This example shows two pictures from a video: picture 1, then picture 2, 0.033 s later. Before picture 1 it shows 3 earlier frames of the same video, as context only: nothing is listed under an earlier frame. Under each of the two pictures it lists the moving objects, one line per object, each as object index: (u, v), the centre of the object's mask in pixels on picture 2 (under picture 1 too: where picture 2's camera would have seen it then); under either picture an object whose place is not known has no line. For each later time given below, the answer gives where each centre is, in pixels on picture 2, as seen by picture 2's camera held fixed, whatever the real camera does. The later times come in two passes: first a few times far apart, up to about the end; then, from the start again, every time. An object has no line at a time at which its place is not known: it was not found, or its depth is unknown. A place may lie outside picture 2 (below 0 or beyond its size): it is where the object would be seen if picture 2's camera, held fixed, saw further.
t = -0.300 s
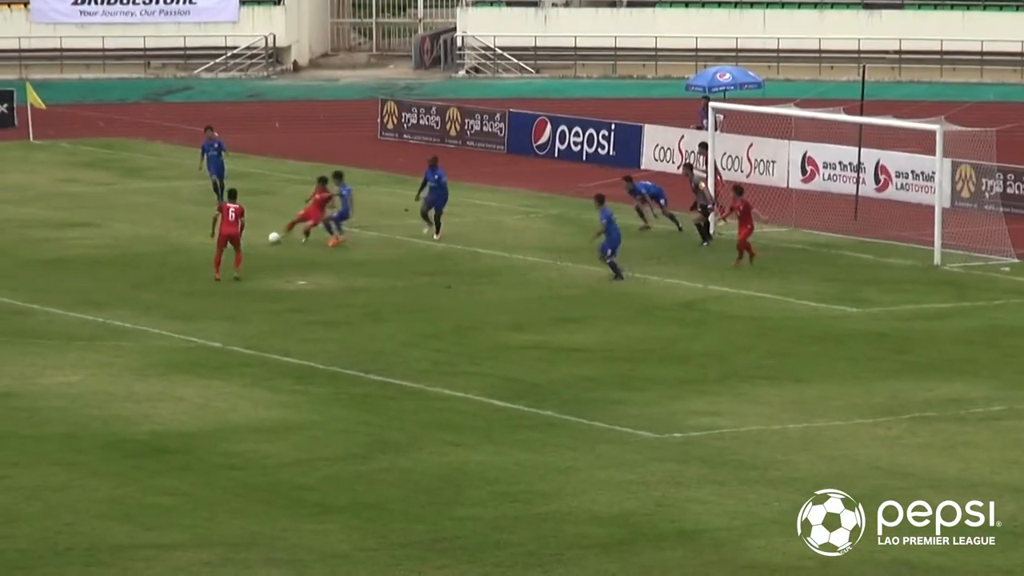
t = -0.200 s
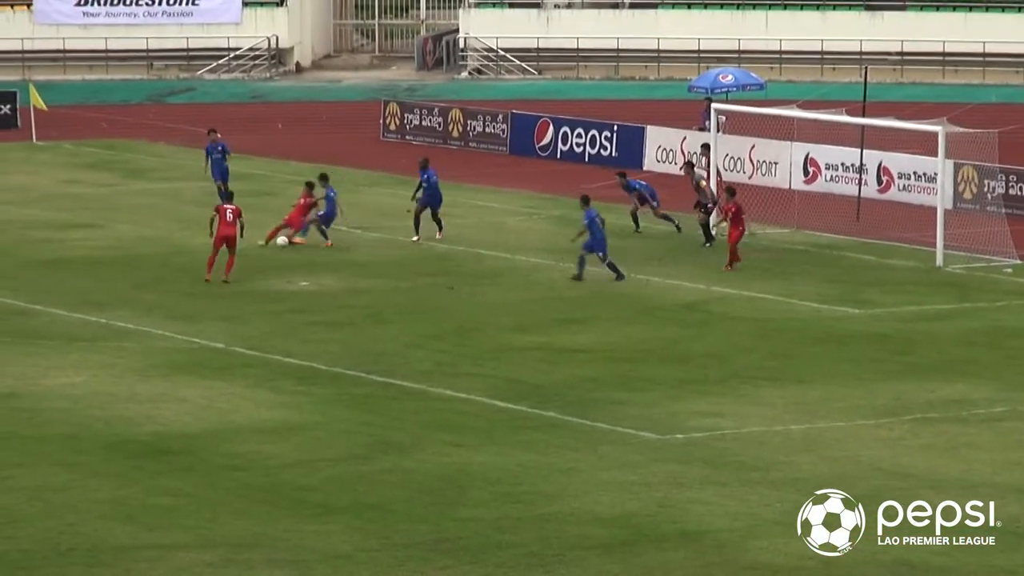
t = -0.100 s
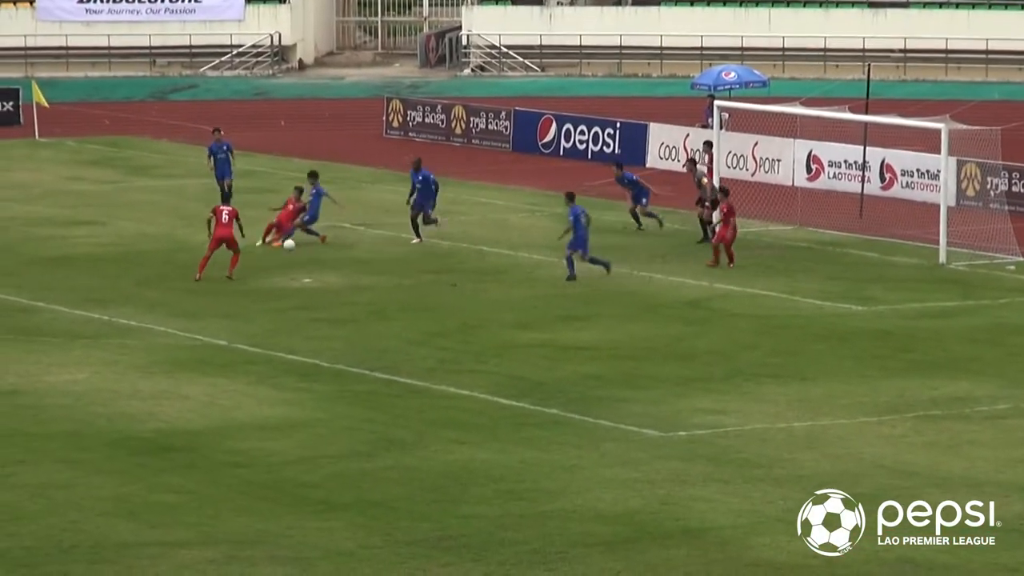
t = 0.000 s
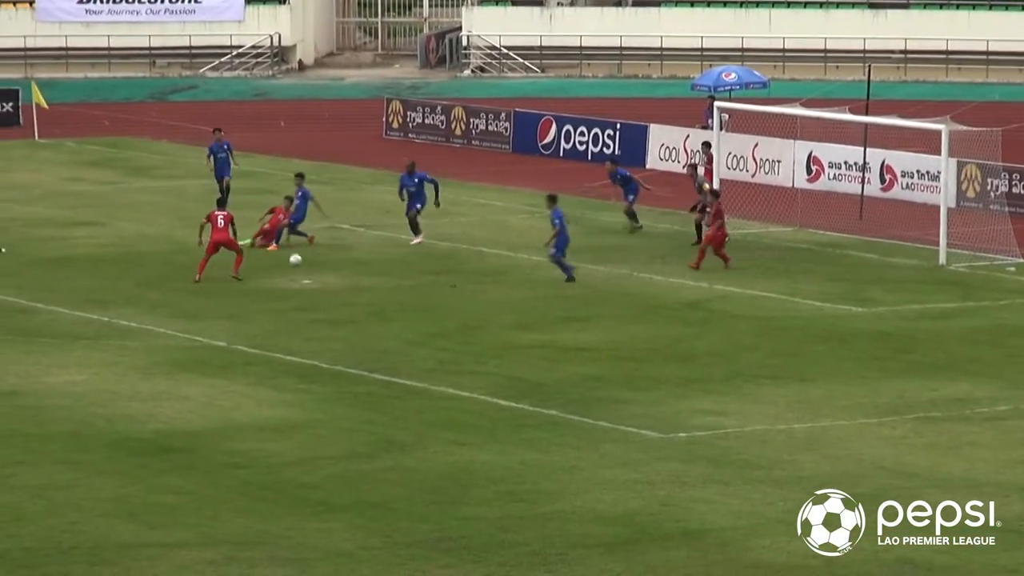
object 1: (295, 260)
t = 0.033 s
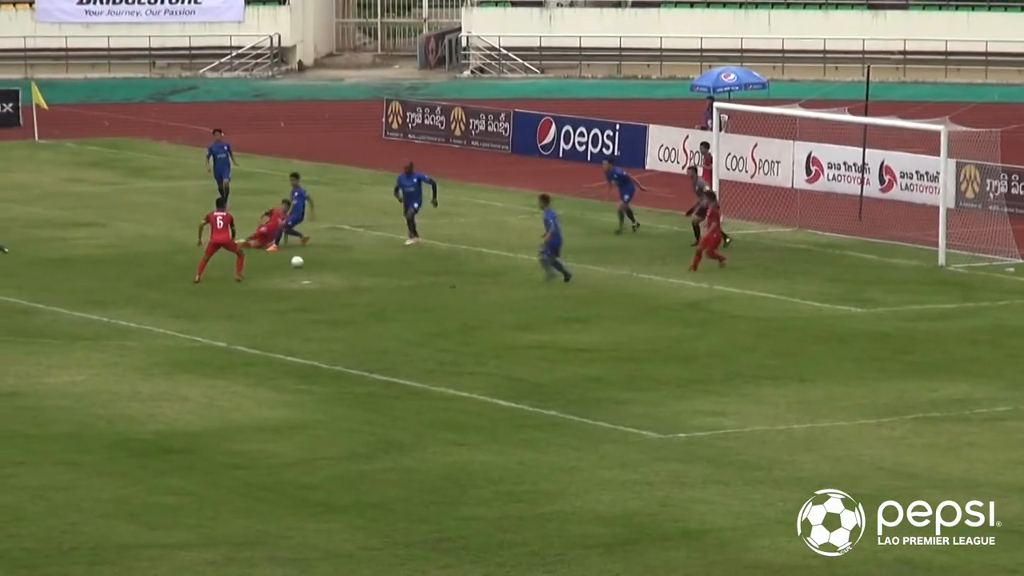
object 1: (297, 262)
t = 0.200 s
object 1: (308, 272)
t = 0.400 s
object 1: (320, 282)
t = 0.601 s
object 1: (335, 288)
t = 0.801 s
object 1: (351, 300)
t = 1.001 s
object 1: (368, 311)
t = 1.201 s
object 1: (386, 324)
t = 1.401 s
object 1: (405, 335)
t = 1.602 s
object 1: (425, 345)
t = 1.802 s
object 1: (445, 355)
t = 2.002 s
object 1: (466, 364)
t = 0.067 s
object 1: (299, 263)
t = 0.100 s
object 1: (301, 264)
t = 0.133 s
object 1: (303, 266)
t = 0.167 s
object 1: (305, 269)
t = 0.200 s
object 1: (308, 272)
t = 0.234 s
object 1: (310, 272)
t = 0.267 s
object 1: (312, 273)
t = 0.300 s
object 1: (314, 274)
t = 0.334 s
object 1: (316, 275)
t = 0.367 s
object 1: (318, 278)
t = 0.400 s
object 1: (320, 282)
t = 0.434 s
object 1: (323, 285)
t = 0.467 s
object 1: (326, 286)
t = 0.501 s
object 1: (327, 285)
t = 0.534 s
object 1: (330, 286)
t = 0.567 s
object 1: (332, 286)
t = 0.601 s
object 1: (335, 288)
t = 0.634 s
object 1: (338, 290)
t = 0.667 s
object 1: (340, 293)
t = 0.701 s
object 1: (344, 297)
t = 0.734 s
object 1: (347, 300)
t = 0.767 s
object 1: (349, 301)
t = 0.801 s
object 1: (351, 300)
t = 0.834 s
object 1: (354, 300)
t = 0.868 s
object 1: (357, 301)
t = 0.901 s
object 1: (359, 302)
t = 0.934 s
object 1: (363, 305)
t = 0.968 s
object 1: (365, 307)
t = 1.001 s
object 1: (368, 311)
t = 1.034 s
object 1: (371, 315)
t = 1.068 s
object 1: (374, 315)
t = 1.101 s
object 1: (376, 317)
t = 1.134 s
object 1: (380, 319)
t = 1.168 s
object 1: (382, 321)
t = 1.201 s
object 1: (386, 324)
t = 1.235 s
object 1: (389, 327)
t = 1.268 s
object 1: (392, 328)
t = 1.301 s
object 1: (395, 330)
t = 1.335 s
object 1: (399, 332)
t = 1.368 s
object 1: (402, 334)
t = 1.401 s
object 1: (405, 335)
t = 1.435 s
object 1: (409, 337)
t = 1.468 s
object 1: (412, 339)
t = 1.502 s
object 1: (415, 341)
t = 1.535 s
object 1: (418, 342)
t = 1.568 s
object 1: (422, 344)
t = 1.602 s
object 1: (425, 345)
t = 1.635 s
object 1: (429, 347)
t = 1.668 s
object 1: (432, 349)
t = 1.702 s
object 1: (435, 350)
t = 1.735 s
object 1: (438, 351)
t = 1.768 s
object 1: (441, 353)
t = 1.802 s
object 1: (445, 355)
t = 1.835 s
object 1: (449, 357)
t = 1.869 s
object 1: (453, 359)
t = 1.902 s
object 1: (455, 360)
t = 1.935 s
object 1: (459, 361)
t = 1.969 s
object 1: (463, 362)
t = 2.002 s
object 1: (466, 364)
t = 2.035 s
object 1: (470, 365)
